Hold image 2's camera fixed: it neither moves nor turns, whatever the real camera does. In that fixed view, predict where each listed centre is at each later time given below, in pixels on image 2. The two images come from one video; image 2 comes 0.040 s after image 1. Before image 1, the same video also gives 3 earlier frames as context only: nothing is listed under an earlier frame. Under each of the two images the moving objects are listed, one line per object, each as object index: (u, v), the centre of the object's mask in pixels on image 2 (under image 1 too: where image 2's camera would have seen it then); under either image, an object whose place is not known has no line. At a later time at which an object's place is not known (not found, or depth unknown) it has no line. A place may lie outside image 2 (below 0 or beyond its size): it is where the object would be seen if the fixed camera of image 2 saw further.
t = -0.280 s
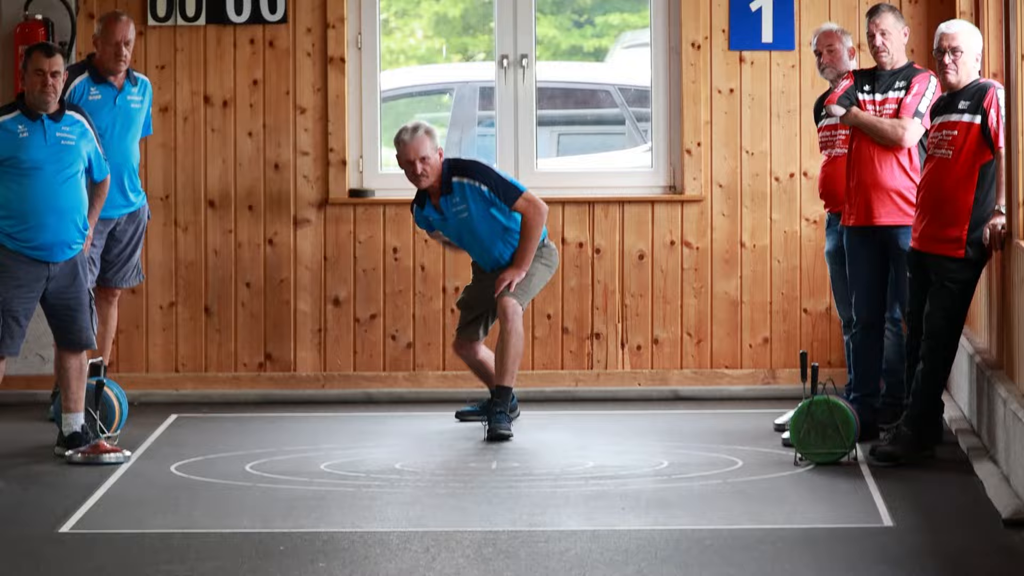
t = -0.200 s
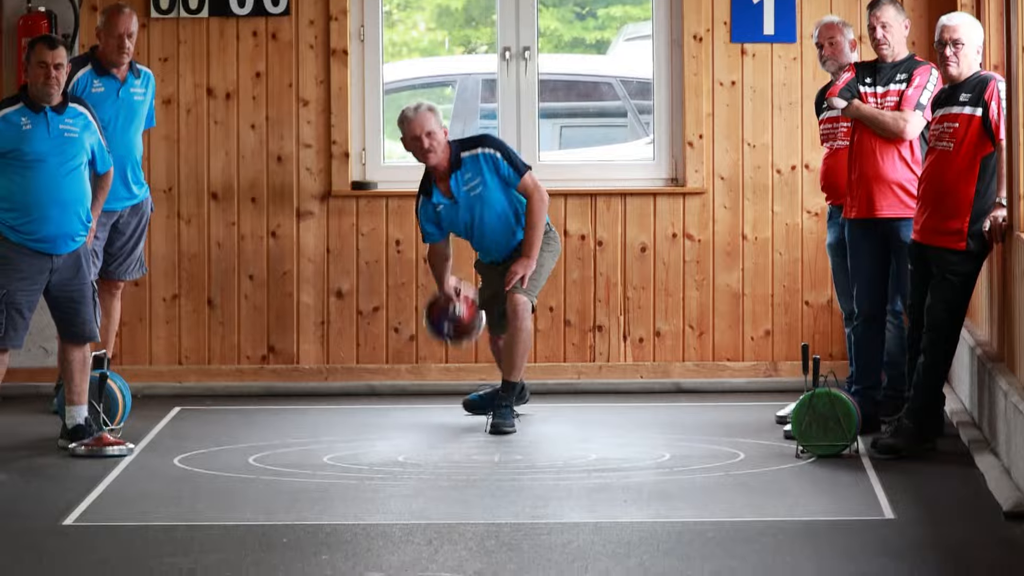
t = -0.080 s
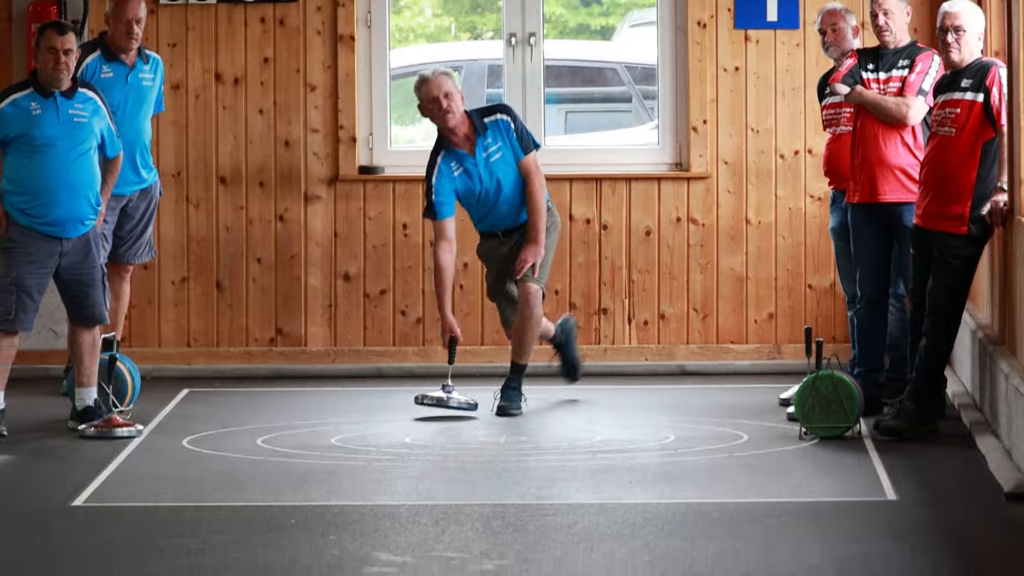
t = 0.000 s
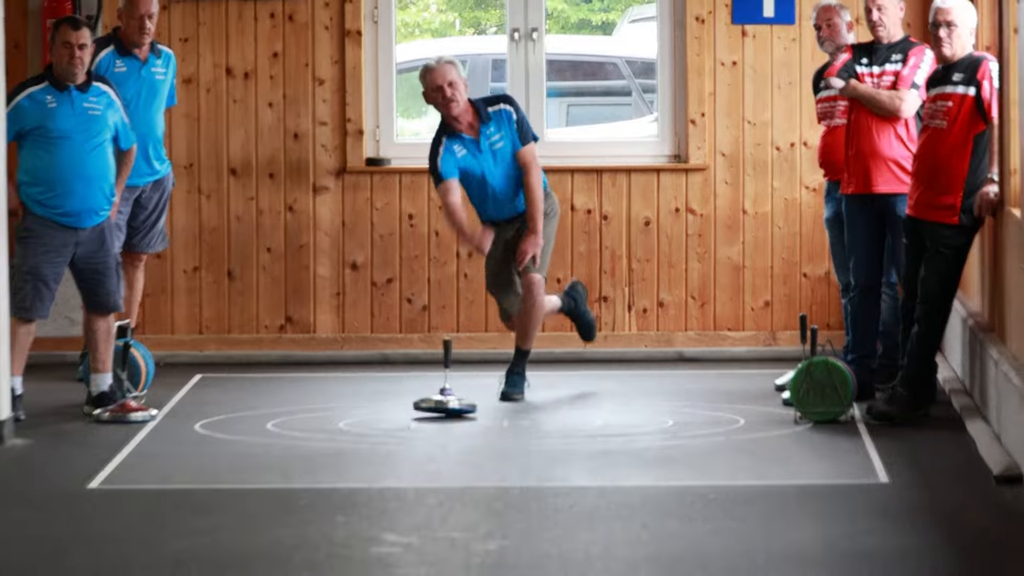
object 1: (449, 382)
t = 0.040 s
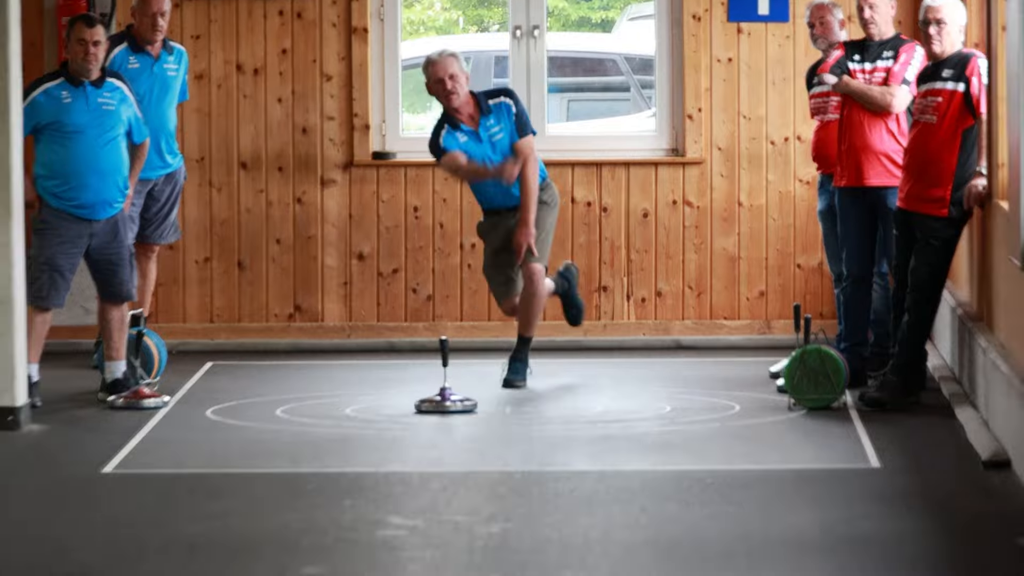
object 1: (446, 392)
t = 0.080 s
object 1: (444, 398)
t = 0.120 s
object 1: (441, 404)
